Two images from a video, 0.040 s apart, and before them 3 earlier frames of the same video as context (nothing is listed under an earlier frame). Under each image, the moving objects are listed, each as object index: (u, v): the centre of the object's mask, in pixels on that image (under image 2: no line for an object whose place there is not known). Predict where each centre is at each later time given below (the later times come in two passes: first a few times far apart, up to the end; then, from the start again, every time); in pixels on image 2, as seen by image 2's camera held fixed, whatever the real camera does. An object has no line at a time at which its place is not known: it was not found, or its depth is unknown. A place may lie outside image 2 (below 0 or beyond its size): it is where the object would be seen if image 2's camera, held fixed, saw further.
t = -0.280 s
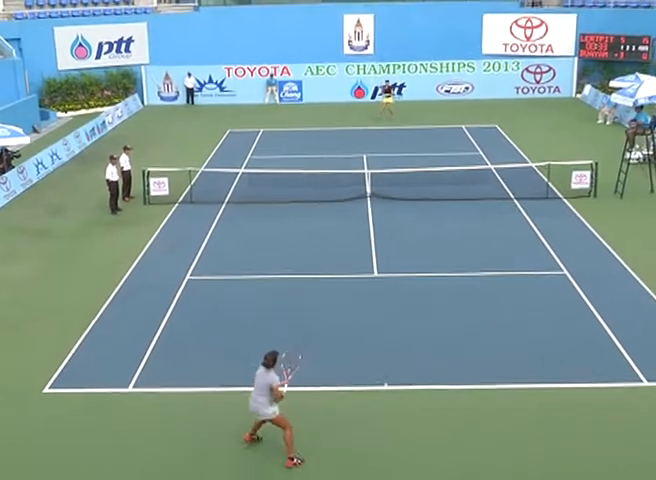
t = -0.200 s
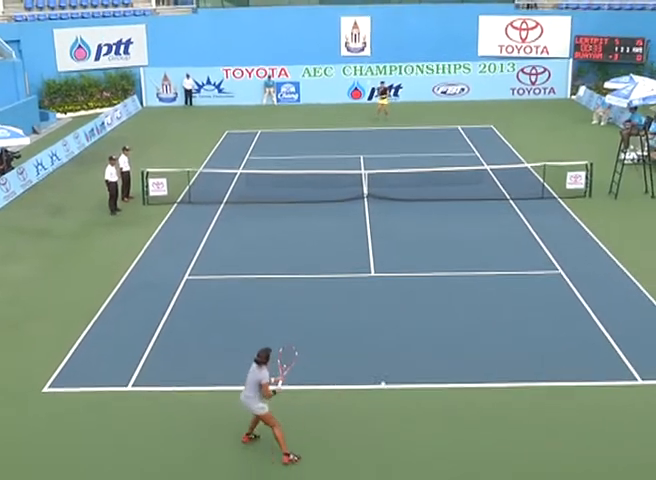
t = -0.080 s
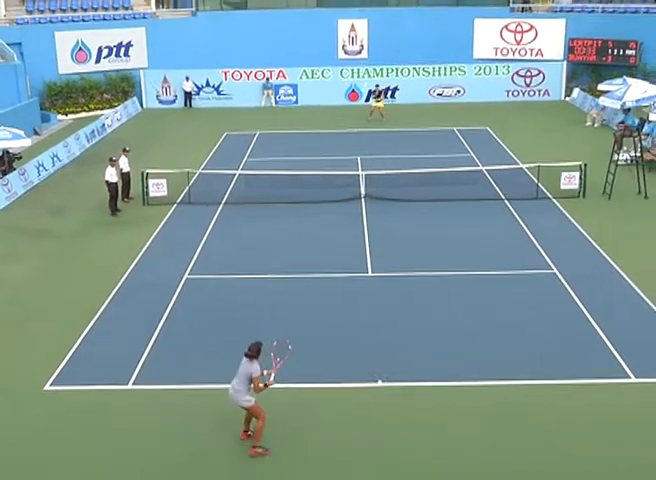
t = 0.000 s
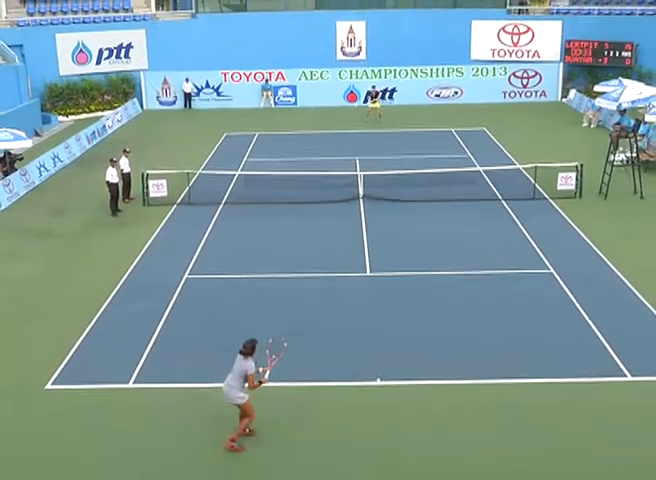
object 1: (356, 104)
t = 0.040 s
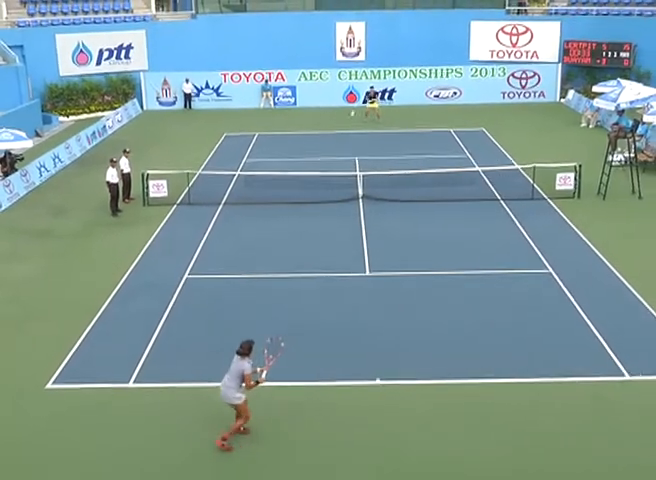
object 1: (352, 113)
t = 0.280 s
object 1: (333, 183)
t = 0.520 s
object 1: (310, 299)
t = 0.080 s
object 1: (349, 122)
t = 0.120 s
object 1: (346, 133)
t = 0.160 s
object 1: (343, 143)
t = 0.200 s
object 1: (340, 153)
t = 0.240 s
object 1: (336, 168)
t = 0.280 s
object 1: (333, 183)
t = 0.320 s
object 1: (329, 199)
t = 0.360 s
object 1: (326, 217)
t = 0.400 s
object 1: (322, 234)
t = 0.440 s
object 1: (318, 254)
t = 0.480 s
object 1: (314, 276)
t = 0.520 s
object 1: (310, 299)
